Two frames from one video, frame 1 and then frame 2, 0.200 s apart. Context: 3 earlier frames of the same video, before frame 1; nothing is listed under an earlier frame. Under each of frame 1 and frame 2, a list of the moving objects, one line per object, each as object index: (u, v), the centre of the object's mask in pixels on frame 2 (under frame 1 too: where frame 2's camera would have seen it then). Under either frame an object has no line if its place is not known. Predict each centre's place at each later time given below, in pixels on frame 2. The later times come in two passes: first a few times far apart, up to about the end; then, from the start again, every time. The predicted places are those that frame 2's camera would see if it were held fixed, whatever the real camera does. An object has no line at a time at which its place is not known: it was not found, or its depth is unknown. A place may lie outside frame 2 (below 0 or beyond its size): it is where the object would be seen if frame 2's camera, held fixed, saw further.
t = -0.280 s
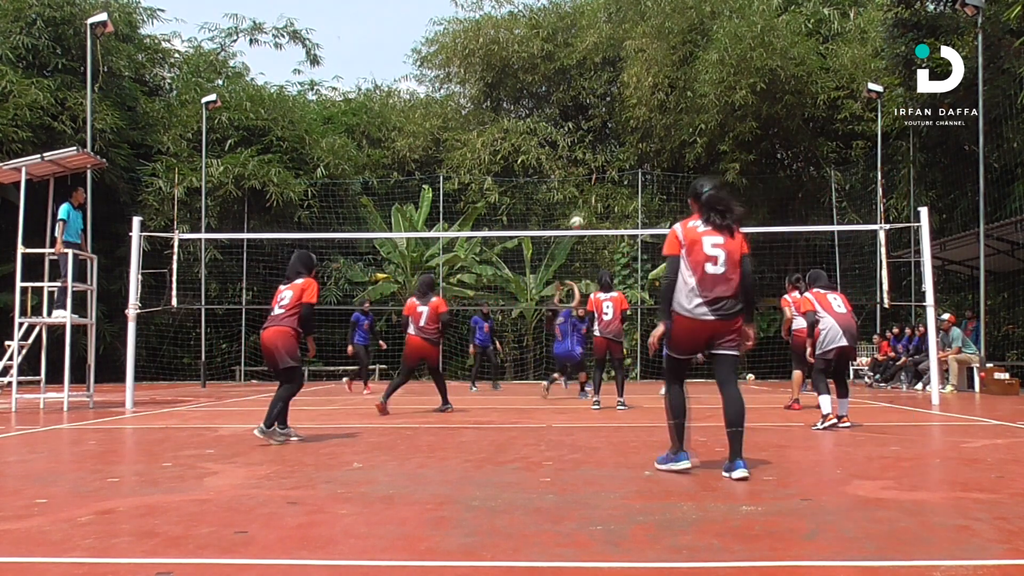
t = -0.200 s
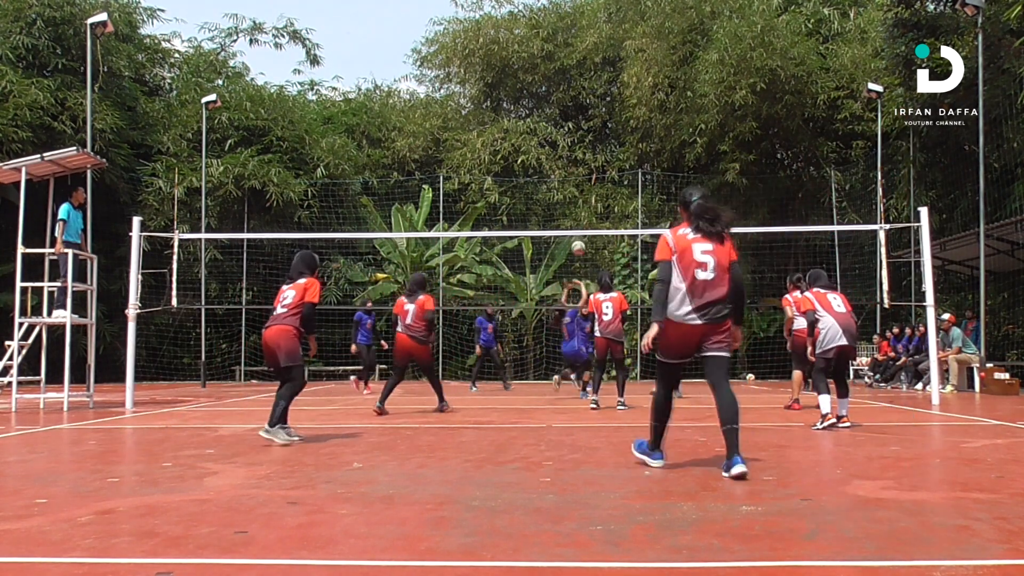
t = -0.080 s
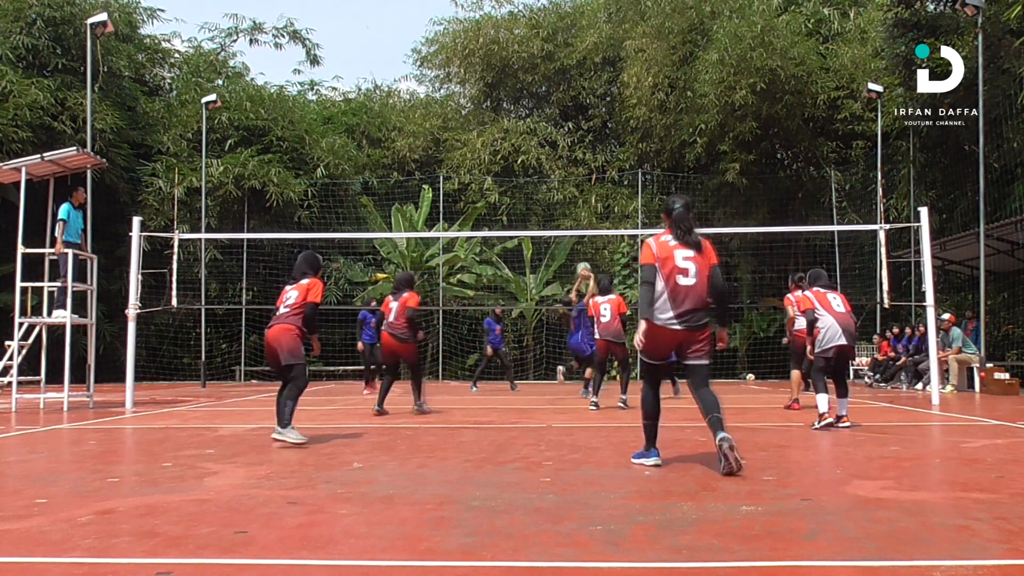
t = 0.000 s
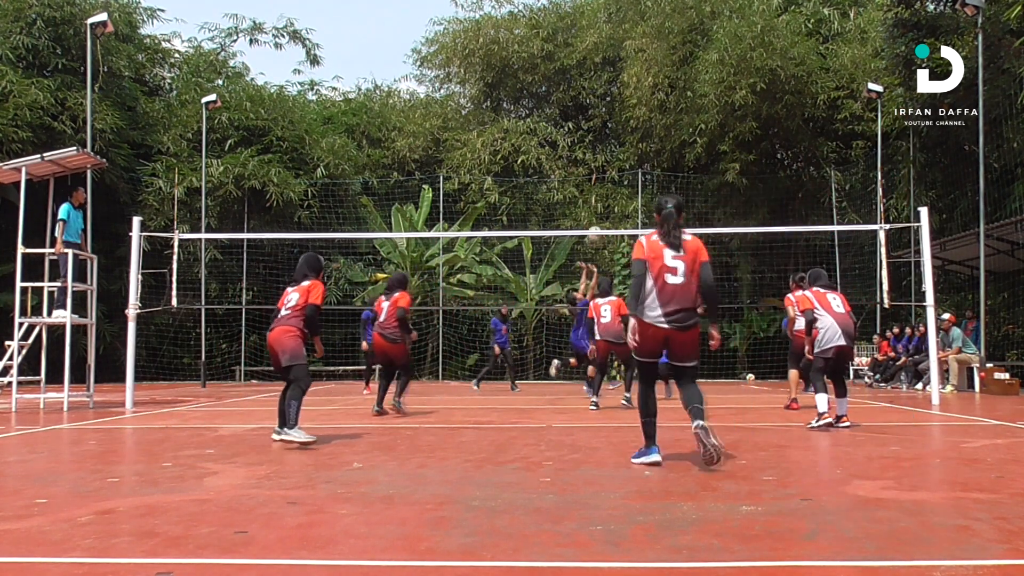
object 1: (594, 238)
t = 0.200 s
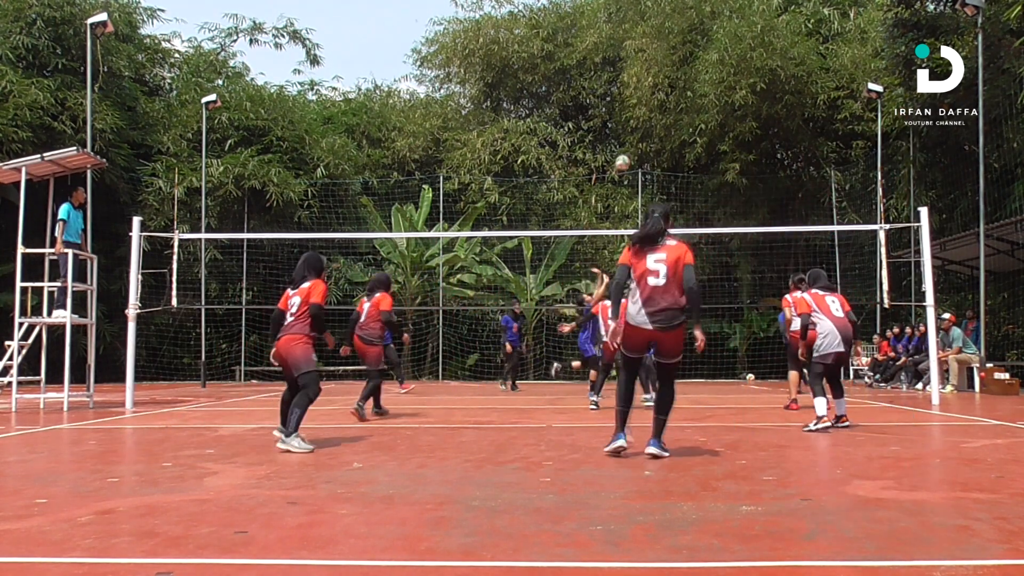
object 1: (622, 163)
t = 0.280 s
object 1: (633, 142)
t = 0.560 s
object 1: (674, 101)
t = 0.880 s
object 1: (720, 118)
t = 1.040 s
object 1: (743, 151)
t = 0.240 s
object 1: (628, 152)
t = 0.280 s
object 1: (633, 142)
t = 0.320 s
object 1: (639, 133)
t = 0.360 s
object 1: (645, 126)
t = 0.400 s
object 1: (650, 118)
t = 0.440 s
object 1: (656, 112)
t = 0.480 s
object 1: (662, 107)
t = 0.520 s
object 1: (668, 104)
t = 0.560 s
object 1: (674, 101)
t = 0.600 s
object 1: (678, 100)
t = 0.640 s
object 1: (685, 99)
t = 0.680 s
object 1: (690, 100)
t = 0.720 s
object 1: (696, 101)
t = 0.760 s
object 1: (702, 103)
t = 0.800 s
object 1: (709, 107)
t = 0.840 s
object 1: (715, 112)
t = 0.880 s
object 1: (720, 118)
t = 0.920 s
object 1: (726, 125)
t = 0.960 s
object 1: (731, 132)
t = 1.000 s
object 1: (738, 143)
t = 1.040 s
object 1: (743, 151)
